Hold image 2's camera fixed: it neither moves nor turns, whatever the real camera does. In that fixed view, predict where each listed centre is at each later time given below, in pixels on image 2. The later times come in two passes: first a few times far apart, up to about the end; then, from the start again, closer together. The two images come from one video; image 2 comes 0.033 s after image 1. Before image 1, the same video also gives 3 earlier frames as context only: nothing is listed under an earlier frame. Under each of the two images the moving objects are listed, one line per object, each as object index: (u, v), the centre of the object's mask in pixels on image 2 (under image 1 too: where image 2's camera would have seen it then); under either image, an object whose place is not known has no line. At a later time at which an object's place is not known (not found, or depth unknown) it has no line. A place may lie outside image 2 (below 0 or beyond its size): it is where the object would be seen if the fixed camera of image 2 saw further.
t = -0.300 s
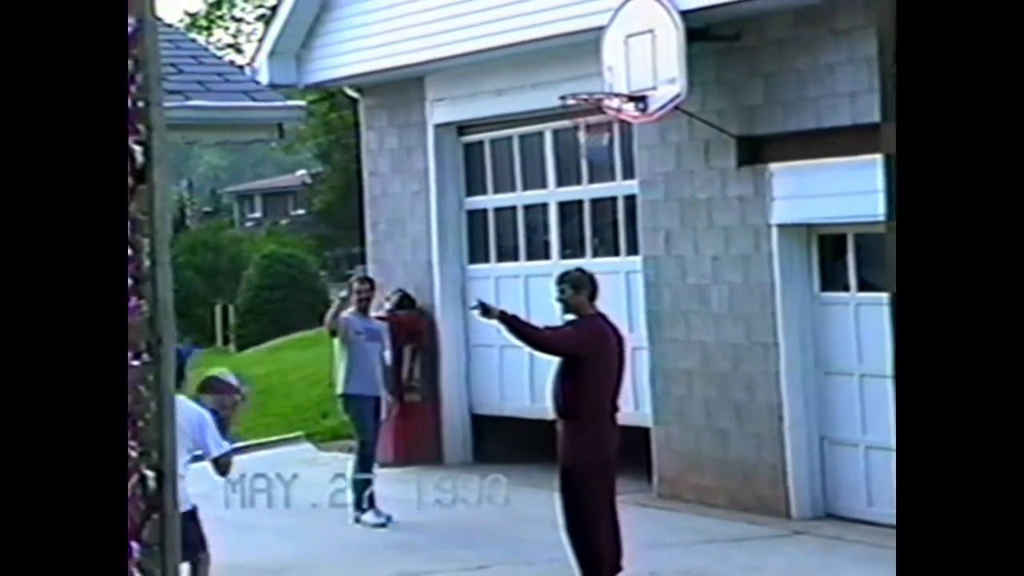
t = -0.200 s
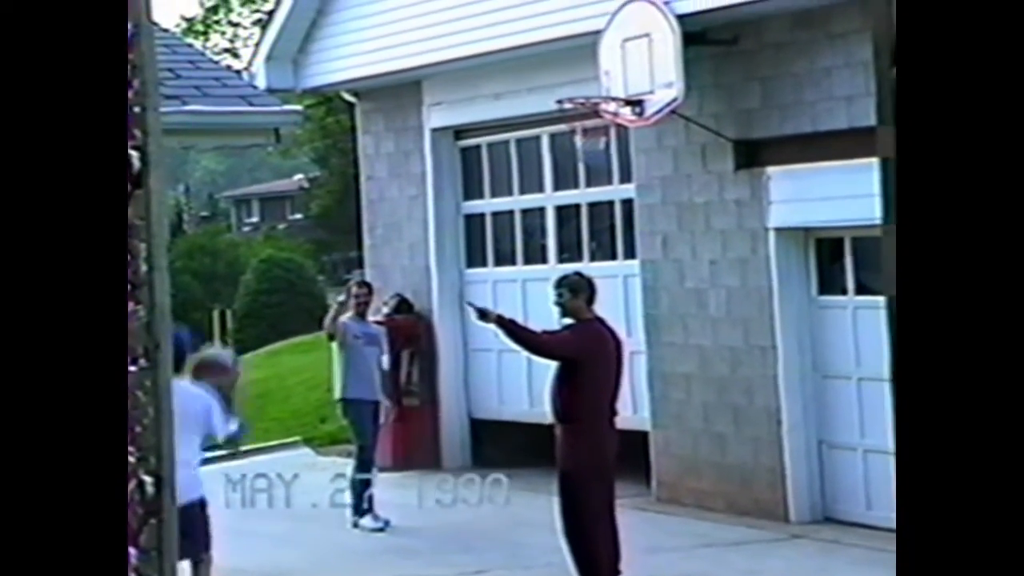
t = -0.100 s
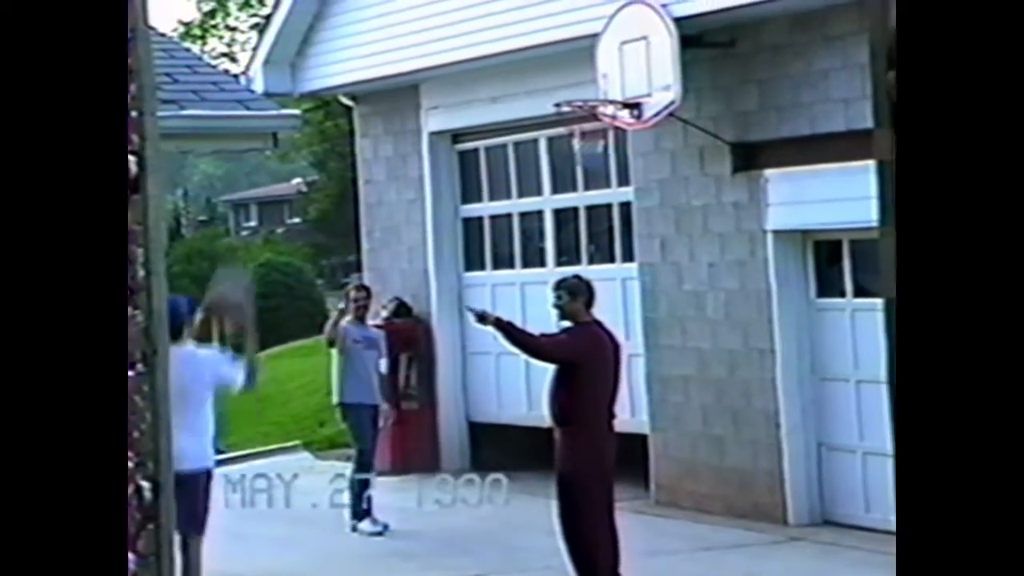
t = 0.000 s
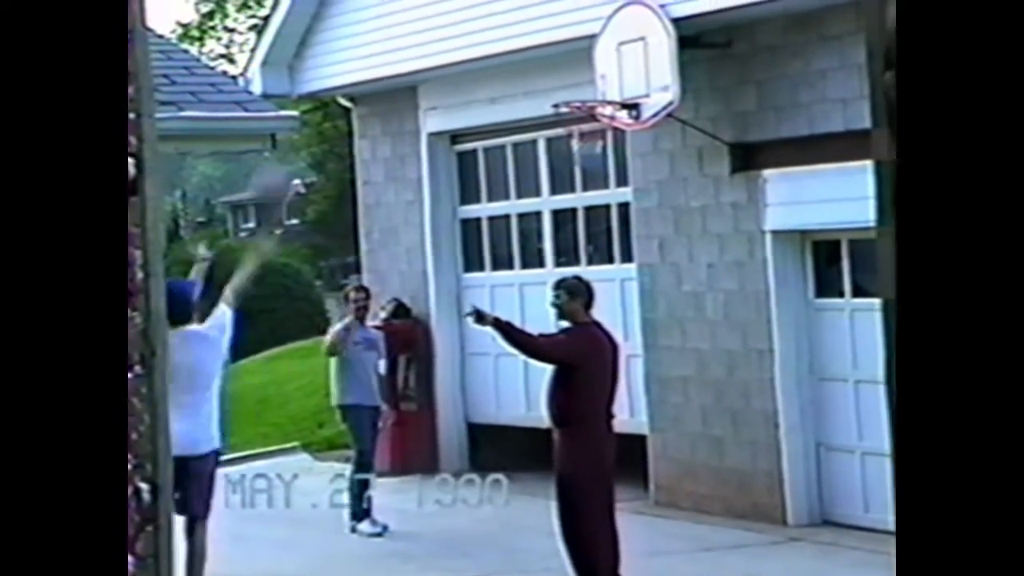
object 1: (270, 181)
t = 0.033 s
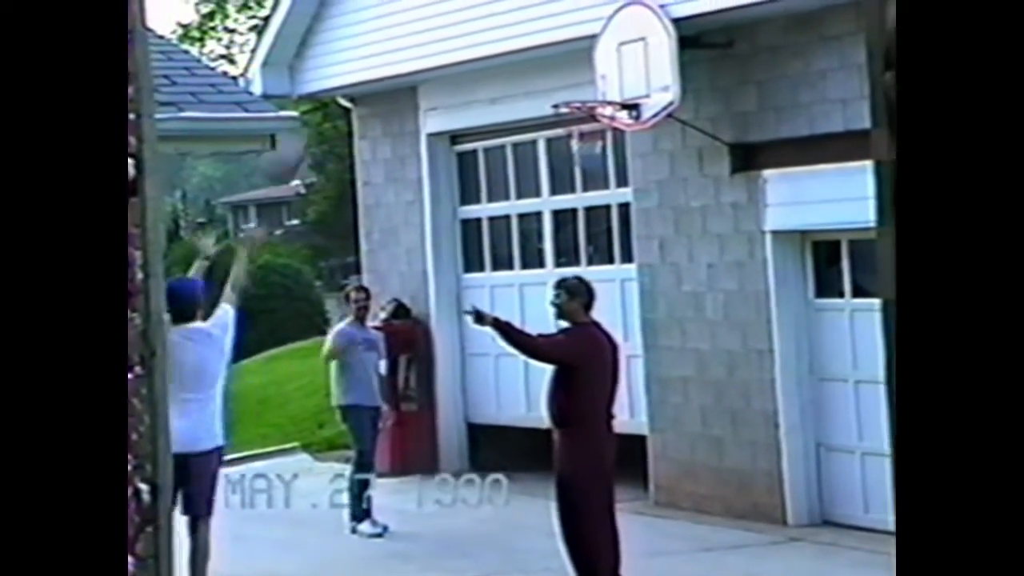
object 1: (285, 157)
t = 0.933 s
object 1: (597, 120)
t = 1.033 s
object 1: (583, 147)
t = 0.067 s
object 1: (302, 132)
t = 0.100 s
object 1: (313, 98)
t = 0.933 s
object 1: (597, 120)
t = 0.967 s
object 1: (594, 127)
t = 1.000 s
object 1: (590, 139)
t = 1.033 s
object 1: (583, 147)
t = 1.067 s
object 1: (575, 155)
